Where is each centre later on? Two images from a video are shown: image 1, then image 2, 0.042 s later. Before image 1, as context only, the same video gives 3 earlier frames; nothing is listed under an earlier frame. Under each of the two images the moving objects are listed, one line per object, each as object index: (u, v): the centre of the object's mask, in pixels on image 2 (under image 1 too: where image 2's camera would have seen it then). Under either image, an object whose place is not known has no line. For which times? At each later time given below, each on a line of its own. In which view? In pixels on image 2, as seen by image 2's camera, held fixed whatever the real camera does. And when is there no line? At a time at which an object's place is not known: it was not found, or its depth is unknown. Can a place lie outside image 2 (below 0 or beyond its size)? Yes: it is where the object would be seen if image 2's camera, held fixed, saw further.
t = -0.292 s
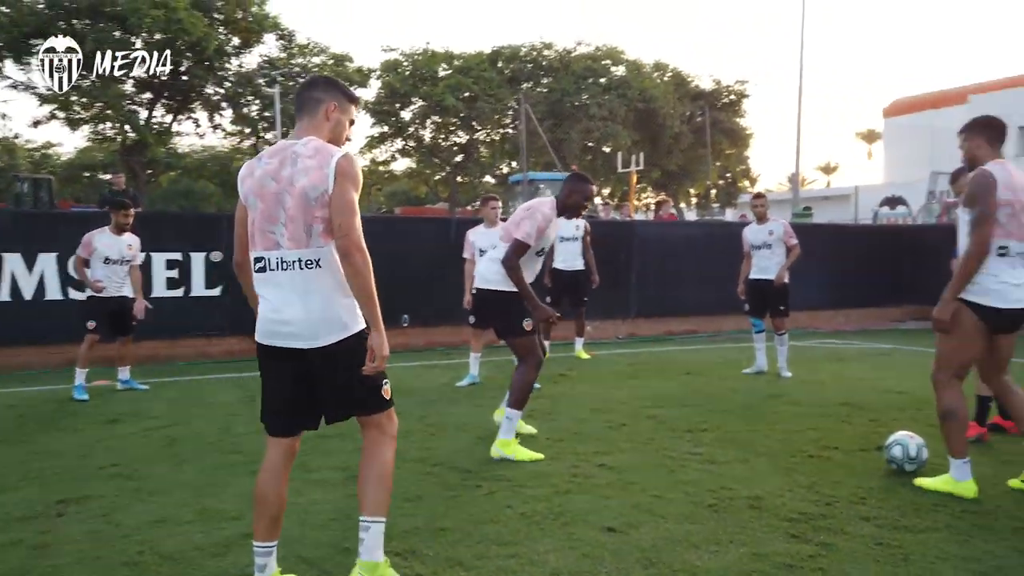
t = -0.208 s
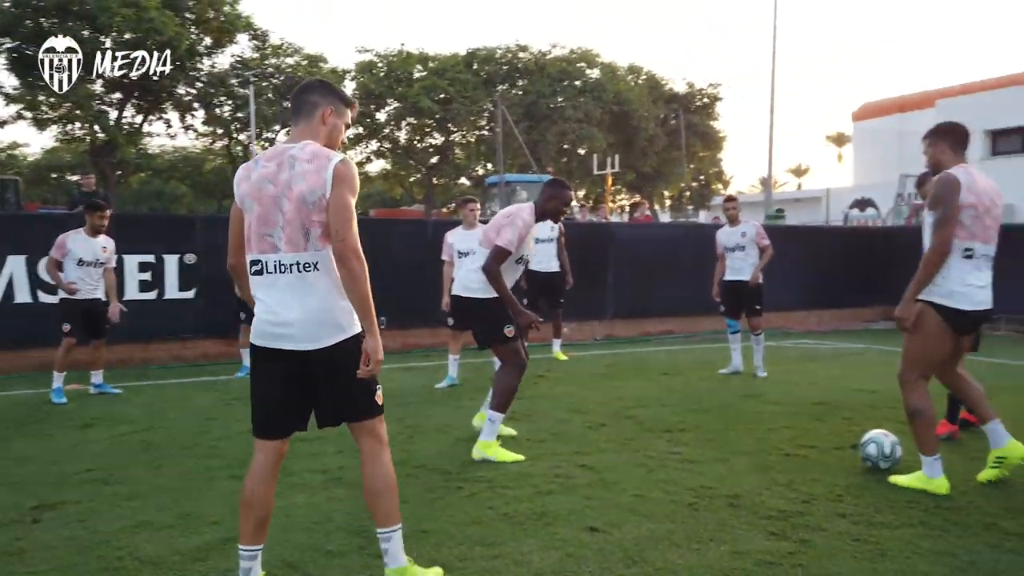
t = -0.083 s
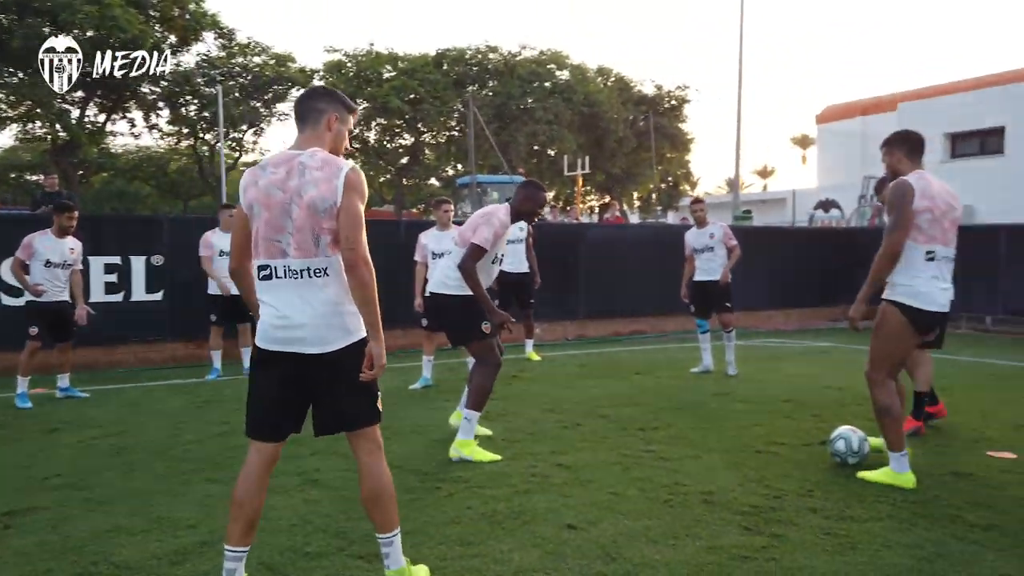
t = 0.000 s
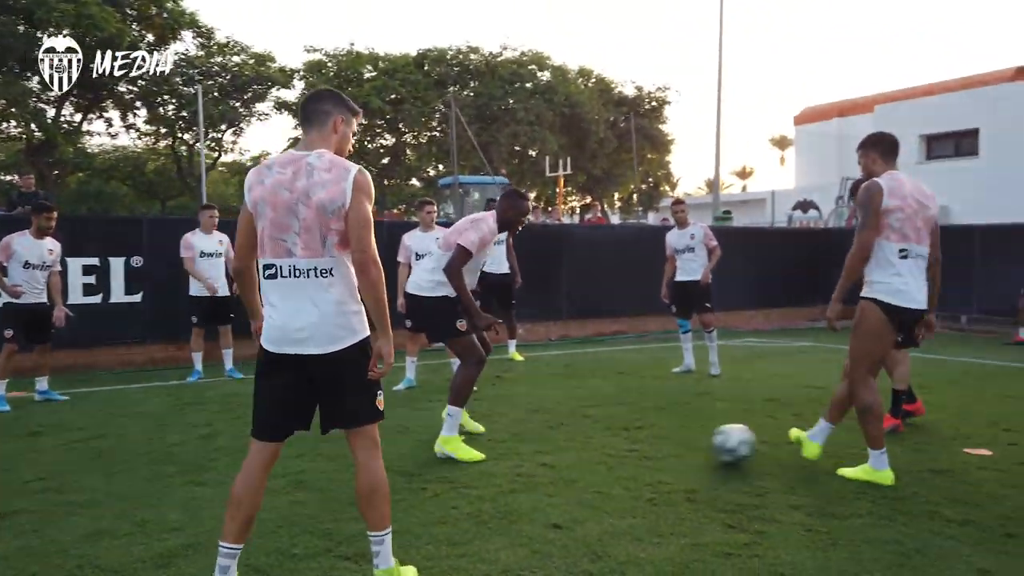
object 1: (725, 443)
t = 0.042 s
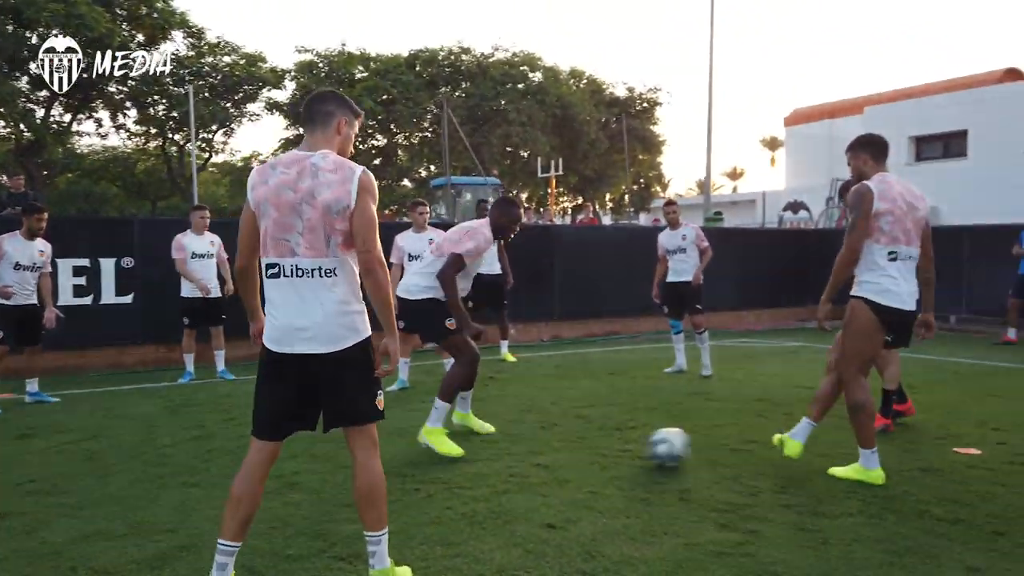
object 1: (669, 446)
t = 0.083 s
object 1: (585, 449)
